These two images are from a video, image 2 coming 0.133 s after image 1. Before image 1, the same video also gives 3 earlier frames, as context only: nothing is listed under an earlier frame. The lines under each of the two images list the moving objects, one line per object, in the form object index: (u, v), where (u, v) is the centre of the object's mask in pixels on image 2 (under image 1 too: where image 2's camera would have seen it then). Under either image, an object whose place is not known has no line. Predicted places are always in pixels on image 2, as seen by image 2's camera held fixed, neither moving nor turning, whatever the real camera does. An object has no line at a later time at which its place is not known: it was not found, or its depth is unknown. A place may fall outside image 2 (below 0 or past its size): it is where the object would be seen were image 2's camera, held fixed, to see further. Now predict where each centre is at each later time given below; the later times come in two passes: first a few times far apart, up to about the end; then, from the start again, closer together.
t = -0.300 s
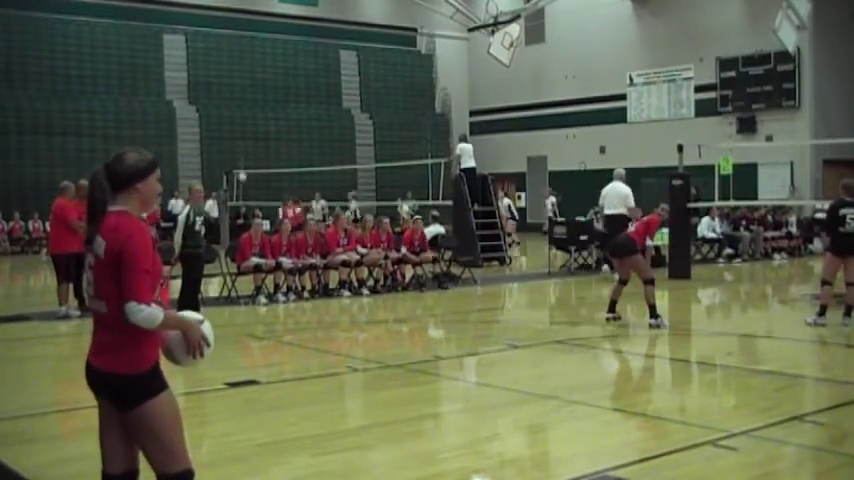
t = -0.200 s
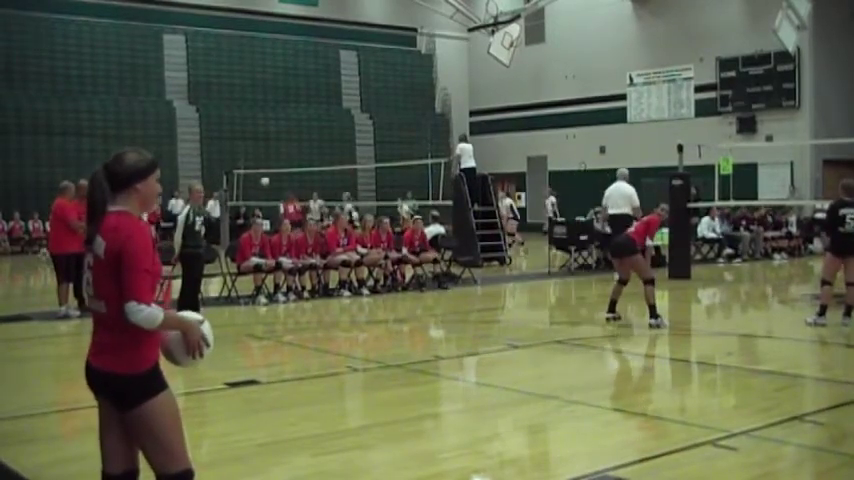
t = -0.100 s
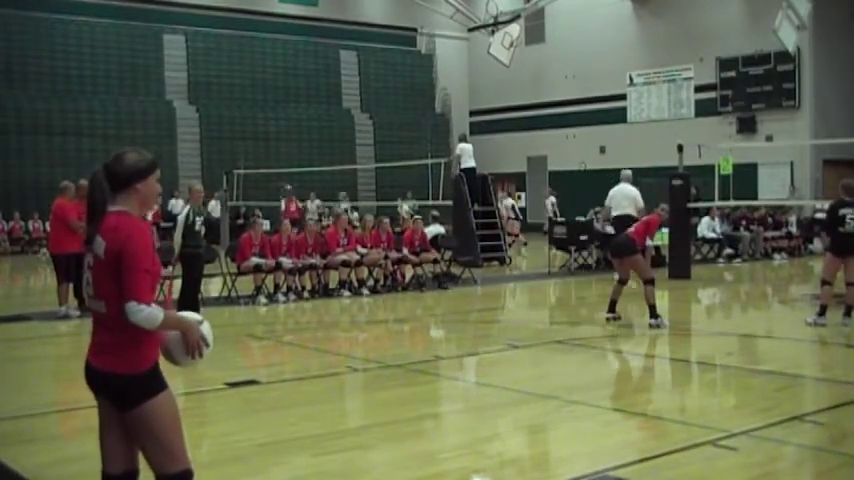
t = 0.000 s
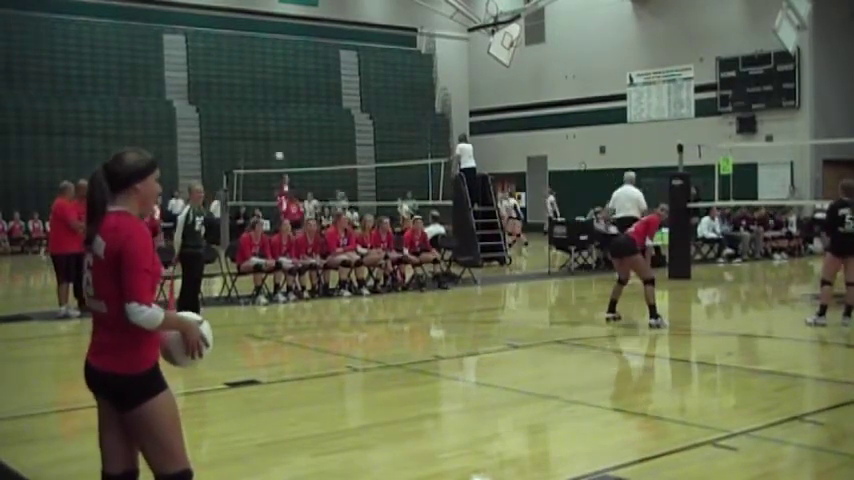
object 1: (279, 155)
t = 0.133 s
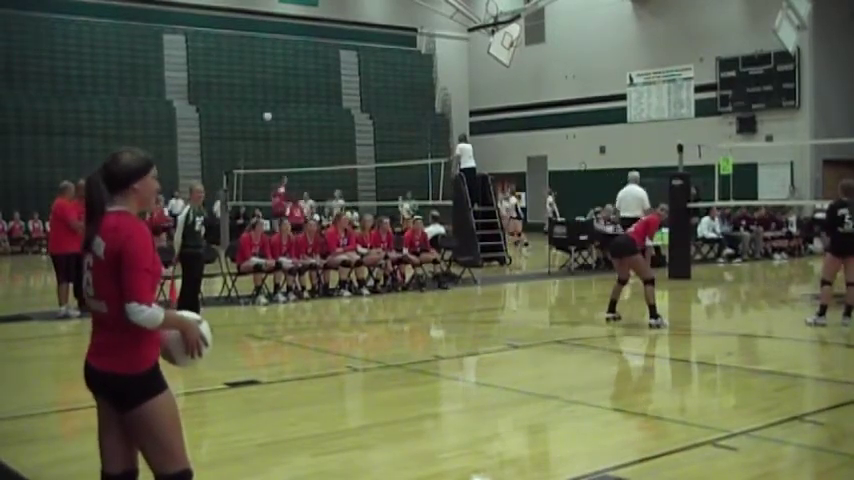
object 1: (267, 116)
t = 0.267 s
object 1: (255, 83)
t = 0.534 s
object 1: (233, 39)
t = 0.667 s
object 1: (221, 27)
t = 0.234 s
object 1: (258, 90)
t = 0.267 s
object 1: (255, 83)
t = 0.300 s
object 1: (252, 76)
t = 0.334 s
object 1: (249, 69)
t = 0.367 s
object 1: (247, 63)
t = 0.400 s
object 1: (244, 58)
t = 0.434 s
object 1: (241, 52)
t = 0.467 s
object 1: (238, 47)
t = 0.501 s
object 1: (235, 43)
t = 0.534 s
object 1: (233, 39)
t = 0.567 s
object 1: (230, 35)
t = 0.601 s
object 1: (227, 32)
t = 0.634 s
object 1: (225, 28)
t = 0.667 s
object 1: (221, 27)
